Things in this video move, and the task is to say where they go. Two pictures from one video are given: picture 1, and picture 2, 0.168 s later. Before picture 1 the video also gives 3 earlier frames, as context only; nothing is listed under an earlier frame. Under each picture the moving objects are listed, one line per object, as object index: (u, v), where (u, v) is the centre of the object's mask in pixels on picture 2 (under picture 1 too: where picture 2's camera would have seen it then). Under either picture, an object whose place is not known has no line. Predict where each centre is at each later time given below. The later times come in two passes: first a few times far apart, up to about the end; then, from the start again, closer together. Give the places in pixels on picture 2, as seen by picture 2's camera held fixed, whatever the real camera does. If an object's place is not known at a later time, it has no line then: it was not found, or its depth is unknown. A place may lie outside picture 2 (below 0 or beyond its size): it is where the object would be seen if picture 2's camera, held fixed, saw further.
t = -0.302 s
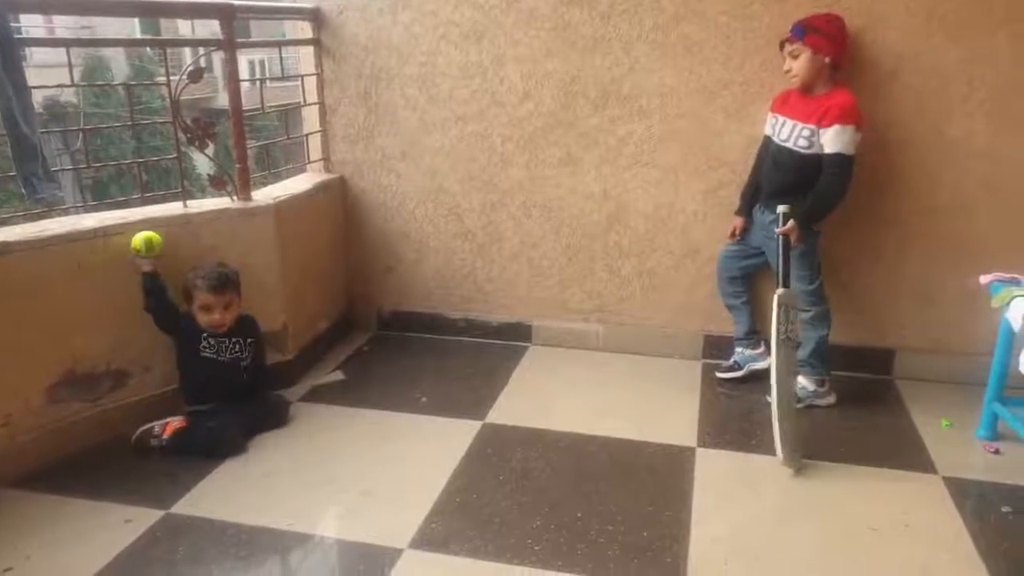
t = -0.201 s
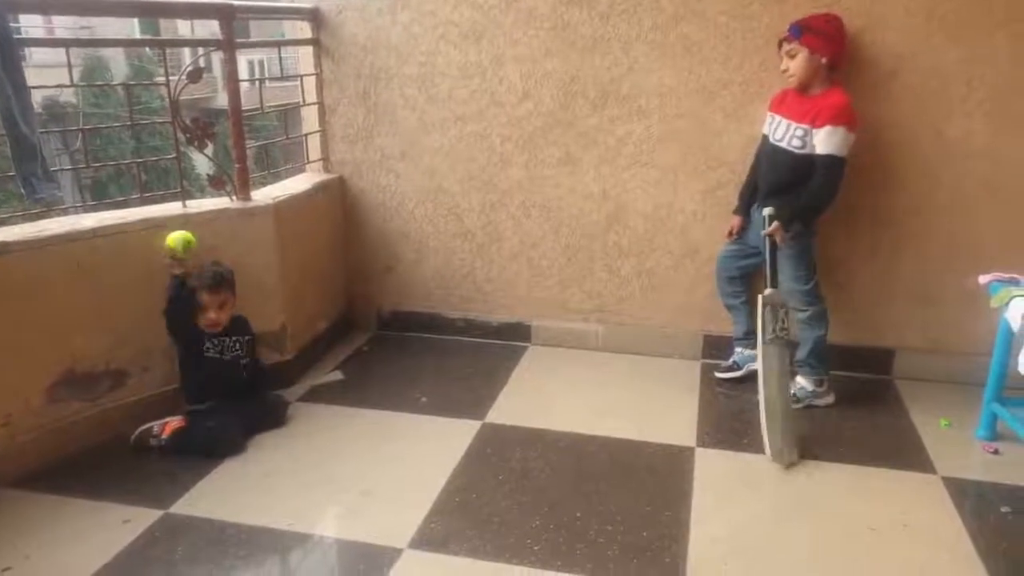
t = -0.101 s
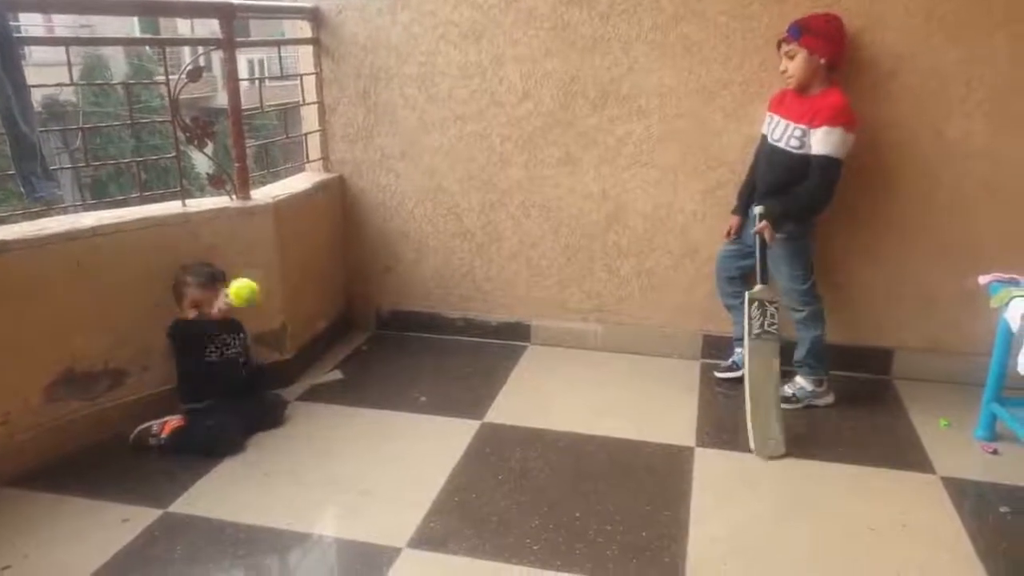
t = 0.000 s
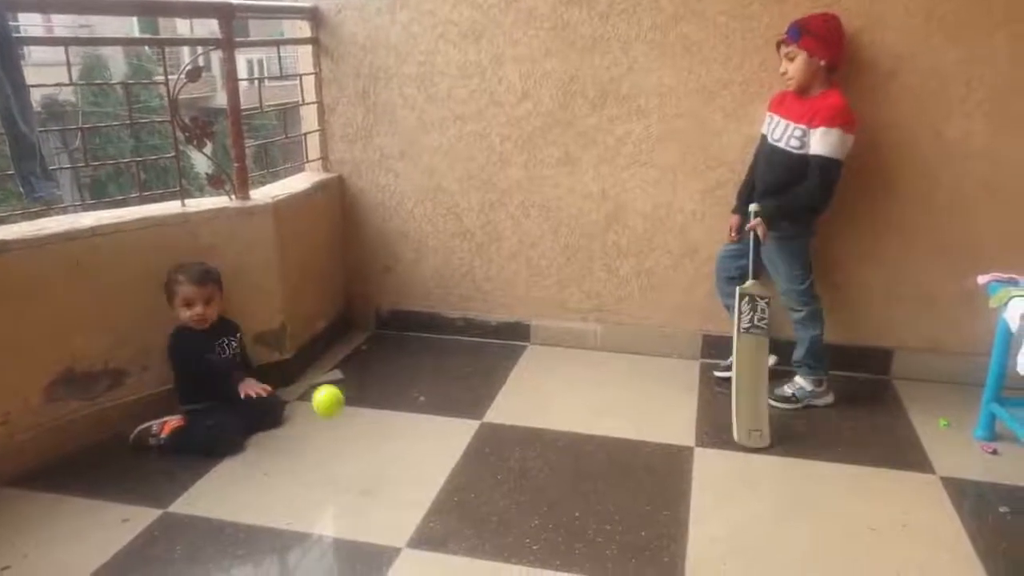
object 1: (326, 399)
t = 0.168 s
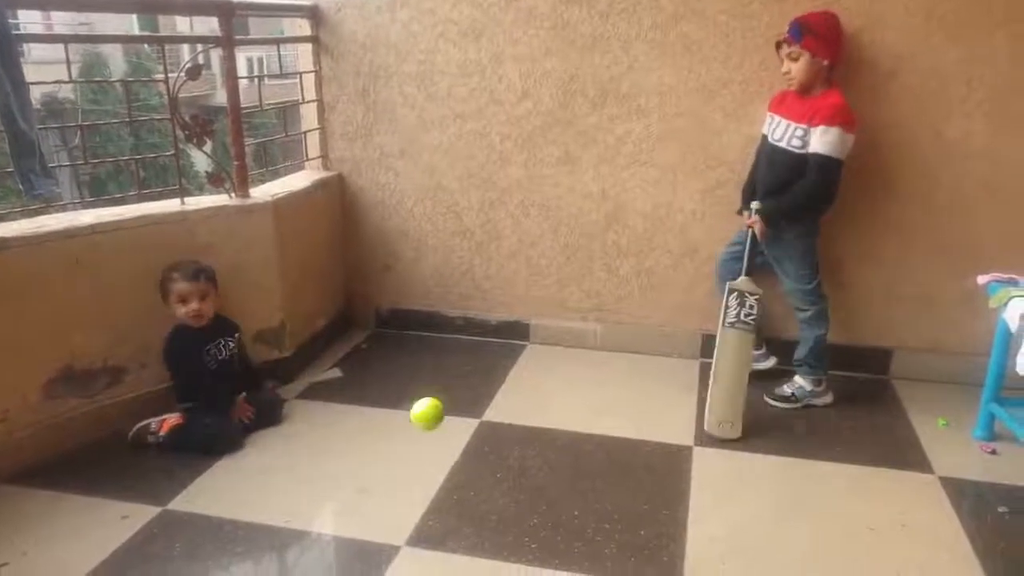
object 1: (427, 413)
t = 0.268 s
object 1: (480, 387)
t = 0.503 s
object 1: (633, 498)
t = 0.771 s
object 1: (847, 556)
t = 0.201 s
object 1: (445, 401)
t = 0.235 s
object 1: (462, 392)
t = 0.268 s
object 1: (480, 387)
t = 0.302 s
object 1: (500, 385)
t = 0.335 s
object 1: (520, 390)
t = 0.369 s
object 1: (542, 399)
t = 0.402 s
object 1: (564, 415)
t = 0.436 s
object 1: (586, 436)
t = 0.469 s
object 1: (610, 464)
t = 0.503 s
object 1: (633, 498)
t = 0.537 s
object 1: (656, 538)
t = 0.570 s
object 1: (677, 570)
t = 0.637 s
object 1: (729, 569)
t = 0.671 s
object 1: (758, 562)
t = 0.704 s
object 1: (786, 557)
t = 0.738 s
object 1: (816, 554)
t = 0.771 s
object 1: (847, 556)
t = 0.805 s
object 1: (879, 561)
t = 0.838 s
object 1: (908, 569)
